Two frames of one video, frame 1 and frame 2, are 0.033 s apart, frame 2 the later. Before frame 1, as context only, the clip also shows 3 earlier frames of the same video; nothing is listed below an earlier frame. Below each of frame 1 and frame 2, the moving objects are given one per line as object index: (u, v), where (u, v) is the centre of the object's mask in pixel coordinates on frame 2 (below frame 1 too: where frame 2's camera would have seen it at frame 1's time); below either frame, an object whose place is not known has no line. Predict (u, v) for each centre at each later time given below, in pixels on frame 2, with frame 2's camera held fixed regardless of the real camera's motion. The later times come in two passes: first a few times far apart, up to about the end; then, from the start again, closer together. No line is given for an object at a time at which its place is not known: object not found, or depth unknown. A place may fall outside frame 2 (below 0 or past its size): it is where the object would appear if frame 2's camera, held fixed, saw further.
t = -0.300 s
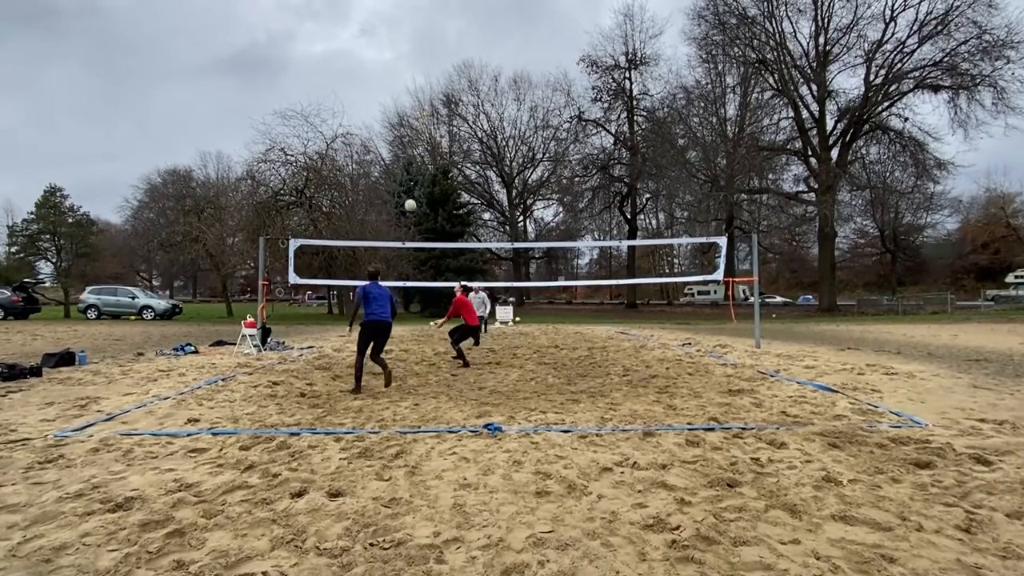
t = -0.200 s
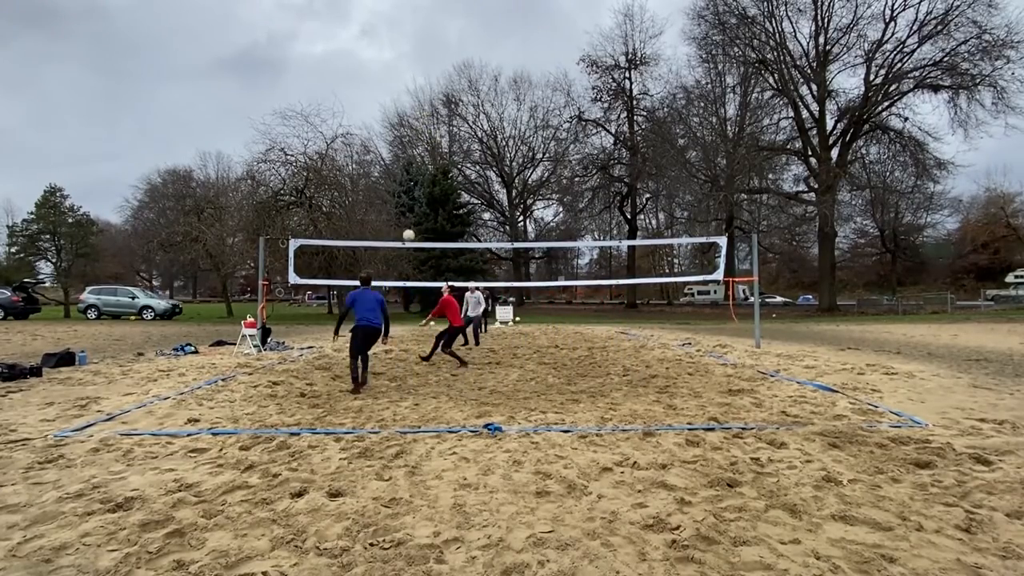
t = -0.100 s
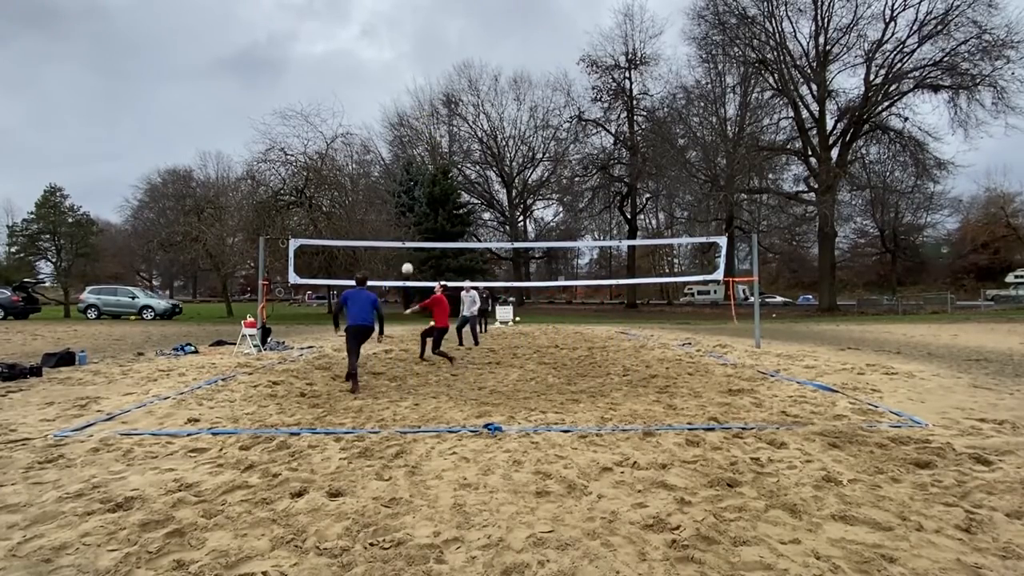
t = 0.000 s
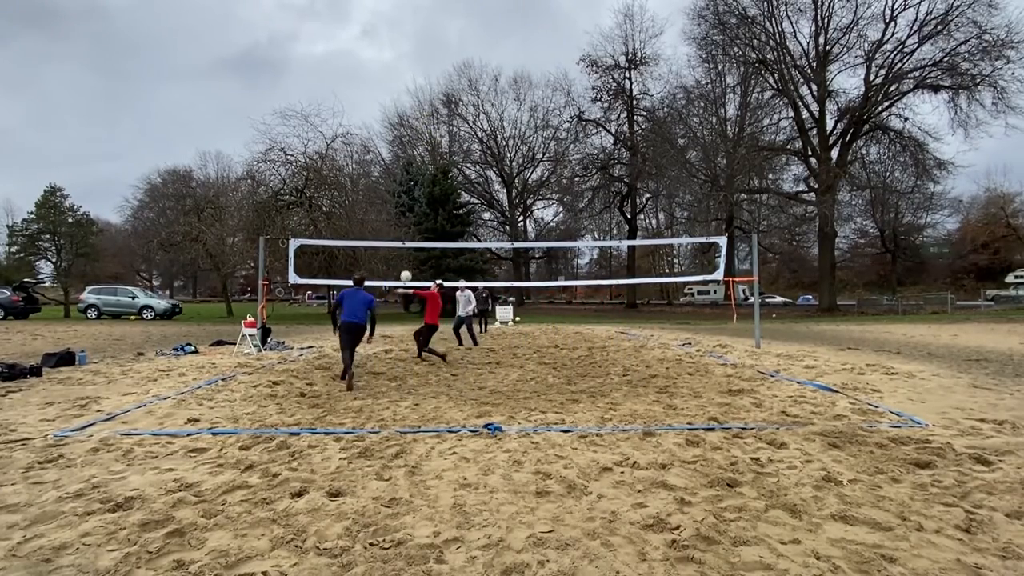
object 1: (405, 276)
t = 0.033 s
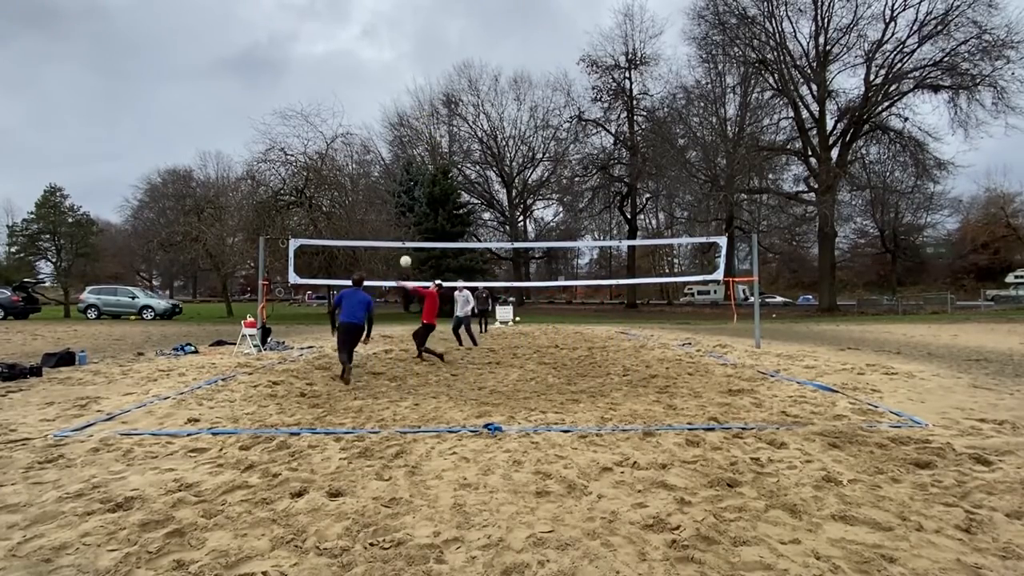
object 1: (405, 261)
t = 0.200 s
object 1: (404, 194)
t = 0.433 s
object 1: (404, 127)
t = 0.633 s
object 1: (406, 93)
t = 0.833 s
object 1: (408, 79)
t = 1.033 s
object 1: (411, 84)
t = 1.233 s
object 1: (414, 107)
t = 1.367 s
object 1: (416, 133)
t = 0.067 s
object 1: (405, 247)
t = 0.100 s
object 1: (404, 232)
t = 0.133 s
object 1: (404, 219)
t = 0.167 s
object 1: (404, 206)
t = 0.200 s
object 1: (404, 194)
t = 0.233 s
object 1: (404, 183)
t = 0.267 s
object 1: (404, 172)
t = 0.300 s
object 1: (404, 162)
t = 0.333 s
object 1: (404, 152)
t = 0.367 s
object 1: (404, 144)
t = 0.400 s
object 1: (404, 134)
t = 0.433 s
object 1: (404, 127)
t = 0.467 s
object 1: (404, 120)
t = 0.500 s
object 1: (404, 116)
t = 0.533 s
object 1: (405, 108)
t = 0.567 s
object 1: (405, 103)
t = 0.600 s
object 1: (405, 97)
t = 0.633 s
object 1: (406, 93)
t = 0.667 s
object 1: (406, 90)
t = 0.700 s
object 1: (407, 86)
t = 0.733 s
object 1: (407, 84)
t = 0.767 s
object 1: (408, 81)
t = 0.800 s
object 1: (408, 80)
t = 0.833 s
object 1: (408, 79)
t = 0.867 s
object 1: (409, 78)
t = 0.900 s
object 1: (409, 78)
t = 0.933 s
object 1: (409, 79)
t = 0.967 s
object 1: (410, 80)
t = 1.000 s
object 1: (410, 82)
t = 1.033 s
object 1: (411, 84)
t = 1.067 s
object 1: (411, 87)
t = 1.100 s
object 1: (412, 90)
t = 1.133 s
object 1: (412, 94)
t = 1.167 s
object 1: (413, 98)
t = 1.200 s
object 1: (413, 103)
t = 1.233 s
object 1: (414, 107)
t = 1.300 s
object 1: (414, 120)
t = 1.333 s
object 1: (415, 124)
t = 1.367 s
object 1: (416, 133)
